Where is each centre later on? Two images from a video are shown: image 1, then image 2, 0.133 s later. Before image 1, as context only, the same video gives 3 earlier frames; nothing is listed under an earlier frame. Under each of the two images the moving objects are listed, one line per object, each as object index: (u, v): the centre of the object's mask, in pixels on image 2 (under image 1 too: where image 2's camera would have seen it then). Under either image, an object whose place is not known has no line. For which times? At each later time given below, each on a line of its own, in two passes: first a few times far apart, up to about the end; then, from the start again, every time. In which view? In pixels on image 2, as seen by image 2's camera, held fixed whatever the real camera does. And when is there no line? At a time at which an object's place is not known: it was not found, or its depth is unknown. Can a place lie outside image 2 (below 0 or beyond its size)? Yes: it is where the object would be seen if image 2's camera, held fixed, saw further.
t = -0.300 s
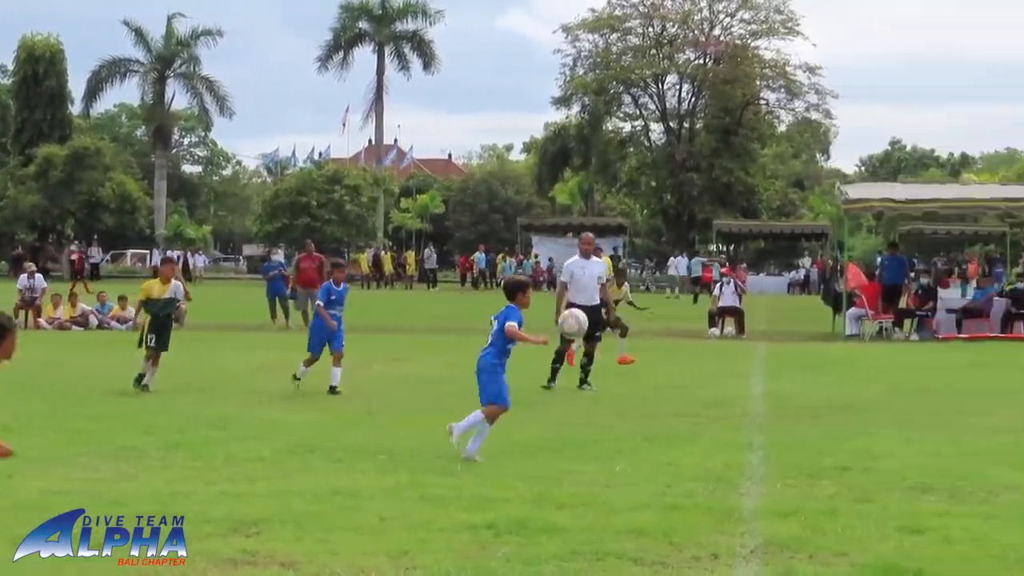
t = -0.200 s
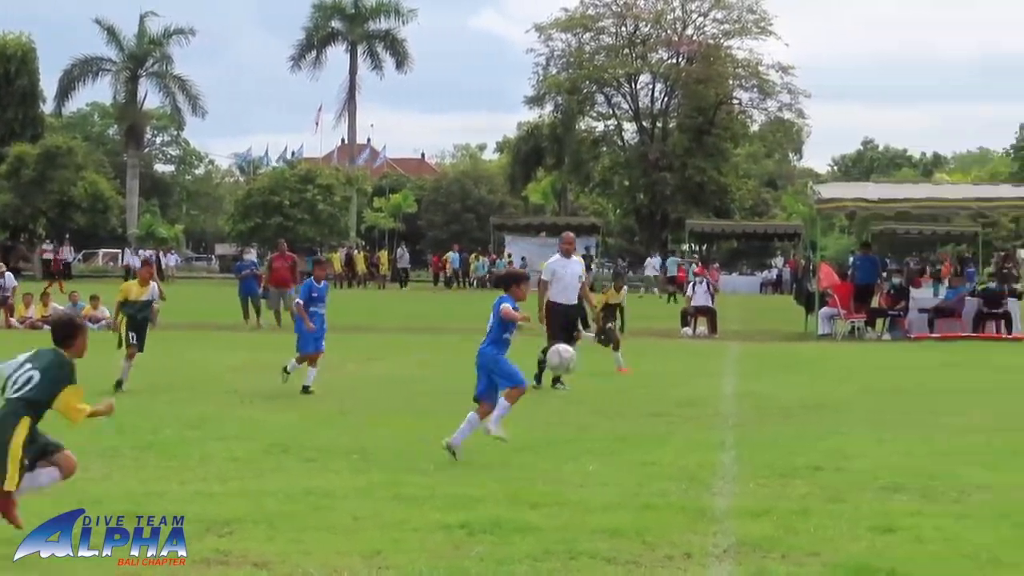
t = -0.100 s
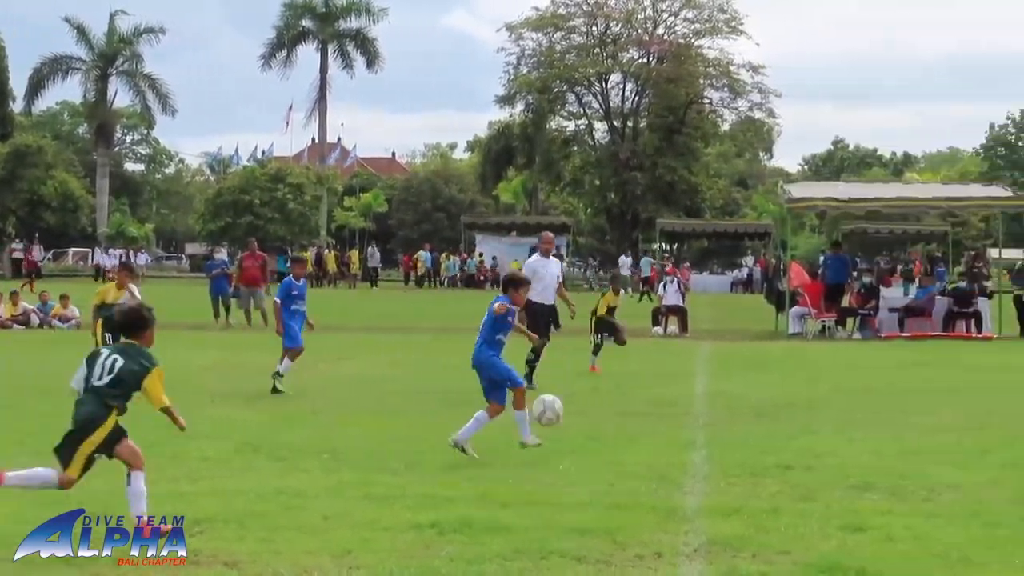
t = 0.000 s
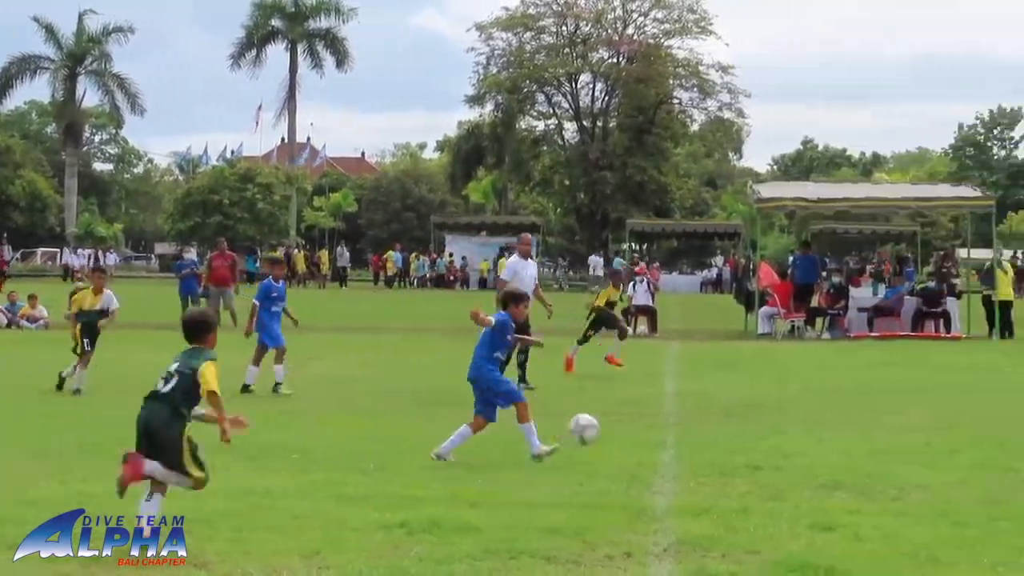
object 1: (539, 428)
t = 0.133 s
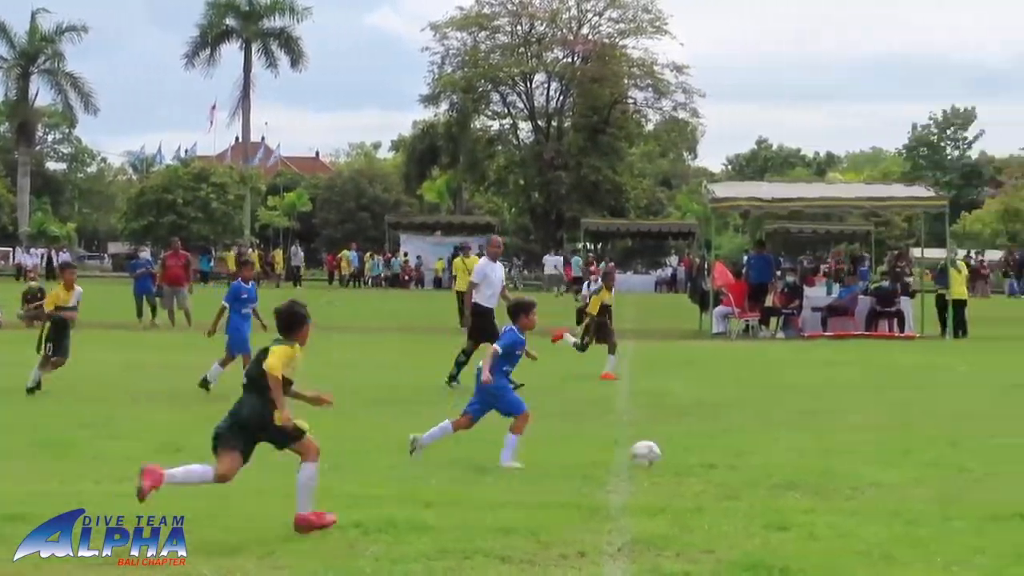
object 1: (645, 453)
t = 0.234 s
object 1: (708, 447)
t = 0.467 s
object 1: (851, 446)
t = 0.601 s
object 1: (928, 451)
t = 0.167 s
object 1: (667, 451)
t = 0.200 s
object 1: (687, 448)
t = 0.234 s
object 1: (708, 447)
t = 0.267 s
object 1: (729, 447)
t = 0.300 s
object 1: (751, 449)
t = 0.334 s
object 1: (772, 452)
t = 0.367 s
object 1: (793, 456)
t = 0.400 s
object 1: (813, 454)
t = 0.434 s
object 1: (831, 450)
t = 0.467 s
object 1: (851, 446)
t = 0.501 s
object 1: (870, 445)
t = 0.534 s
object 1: (888, 445)
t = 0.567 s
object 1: (907, 447)
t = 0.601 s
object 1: (928, 451)
